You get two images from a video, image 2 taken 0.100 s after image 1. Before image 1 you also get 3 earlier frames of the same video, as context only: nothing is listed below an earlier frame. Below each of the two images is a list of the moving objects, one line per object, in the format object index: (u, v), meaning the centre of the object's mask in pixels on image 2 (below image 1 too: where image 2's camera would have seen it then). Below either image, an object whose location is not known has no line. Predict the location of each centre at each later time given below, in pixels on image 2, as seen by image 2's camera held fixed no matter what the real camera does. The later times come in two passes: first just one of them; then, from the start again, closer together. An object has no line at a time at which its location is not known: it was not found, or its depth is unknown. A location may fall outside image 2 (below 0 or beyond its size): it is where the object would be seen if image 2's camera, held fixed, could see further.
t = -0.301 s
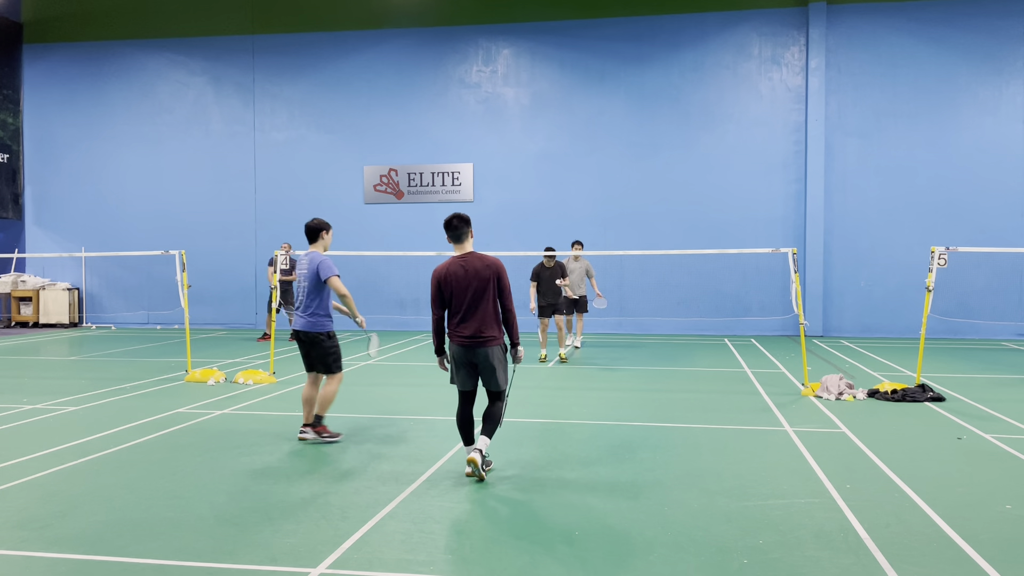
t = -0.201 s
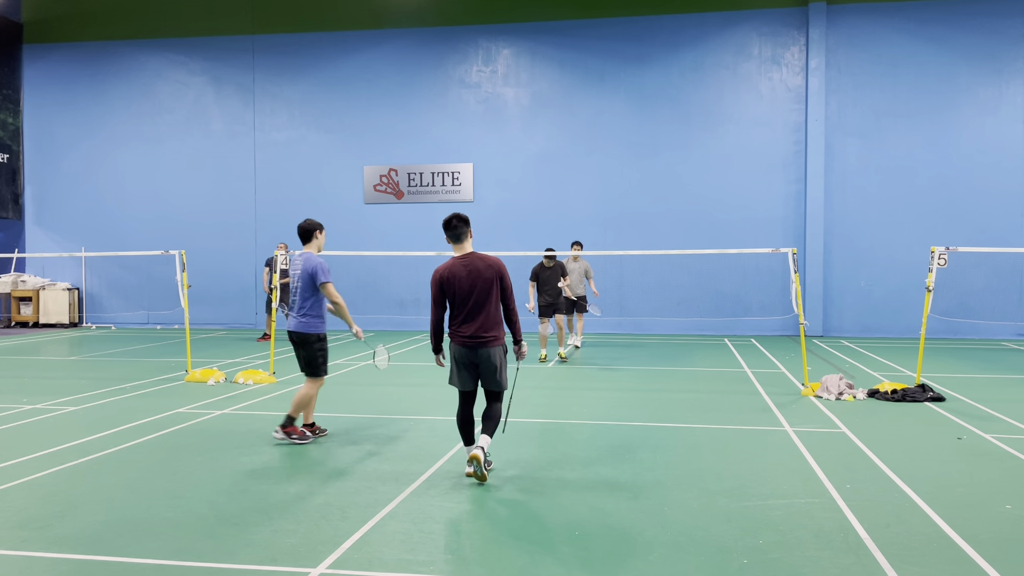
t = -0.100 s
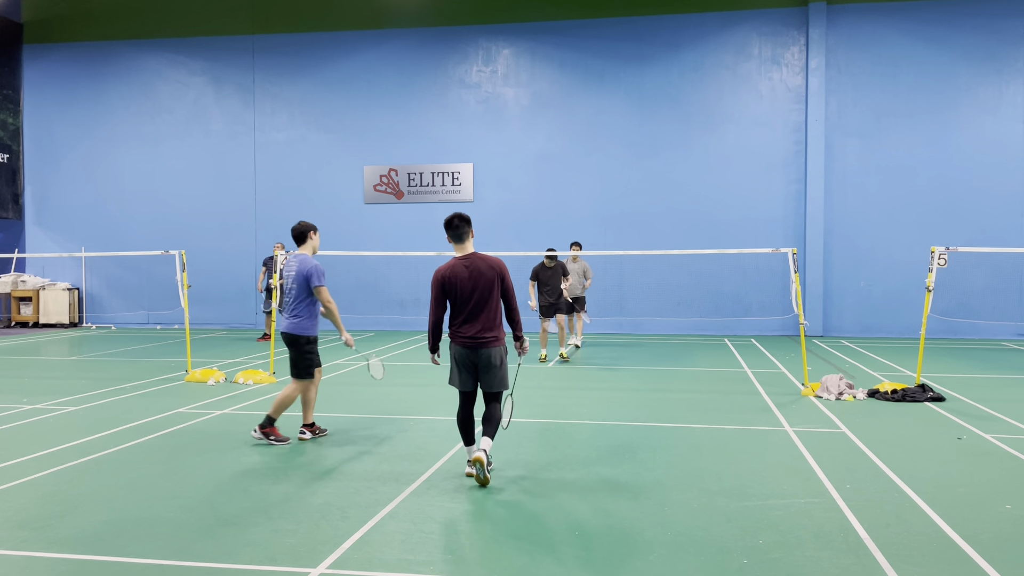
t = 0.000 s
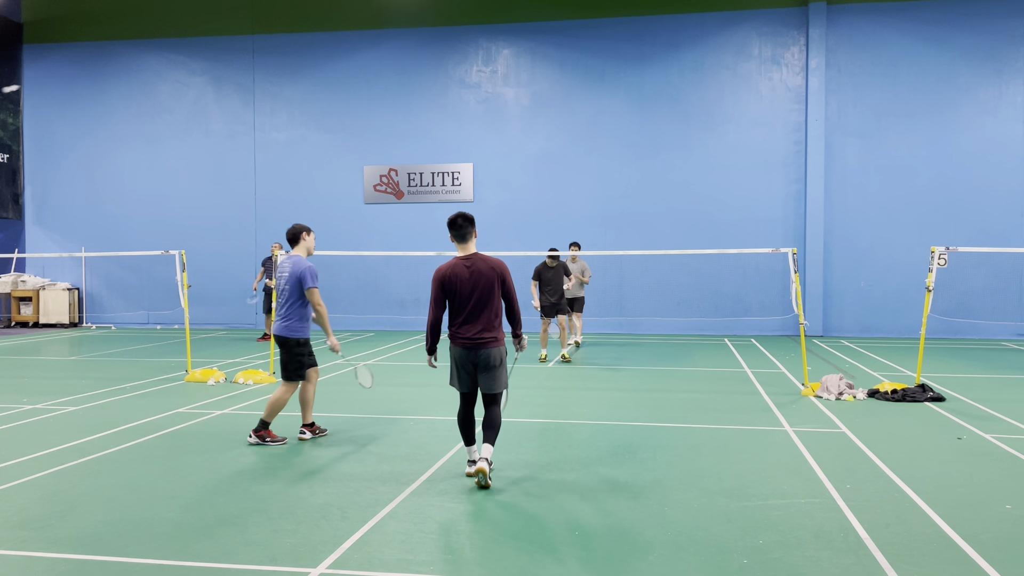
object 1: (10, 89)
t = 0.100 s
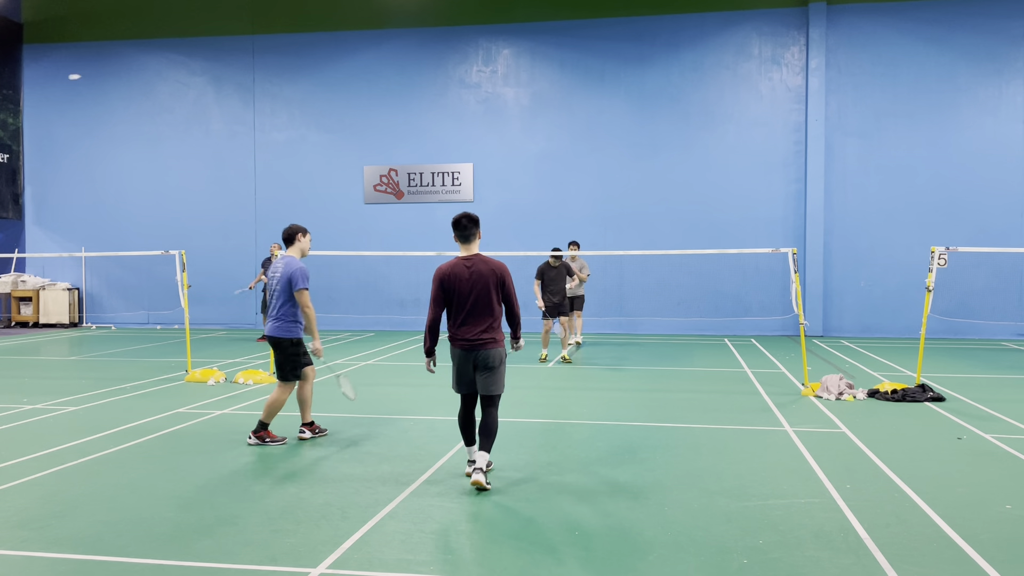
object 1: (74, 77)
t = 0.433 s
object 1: (176, 95)
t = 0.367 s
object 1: (162, 87)
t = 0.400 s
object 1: (170, 91)
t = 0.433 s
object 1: (176, 95)
